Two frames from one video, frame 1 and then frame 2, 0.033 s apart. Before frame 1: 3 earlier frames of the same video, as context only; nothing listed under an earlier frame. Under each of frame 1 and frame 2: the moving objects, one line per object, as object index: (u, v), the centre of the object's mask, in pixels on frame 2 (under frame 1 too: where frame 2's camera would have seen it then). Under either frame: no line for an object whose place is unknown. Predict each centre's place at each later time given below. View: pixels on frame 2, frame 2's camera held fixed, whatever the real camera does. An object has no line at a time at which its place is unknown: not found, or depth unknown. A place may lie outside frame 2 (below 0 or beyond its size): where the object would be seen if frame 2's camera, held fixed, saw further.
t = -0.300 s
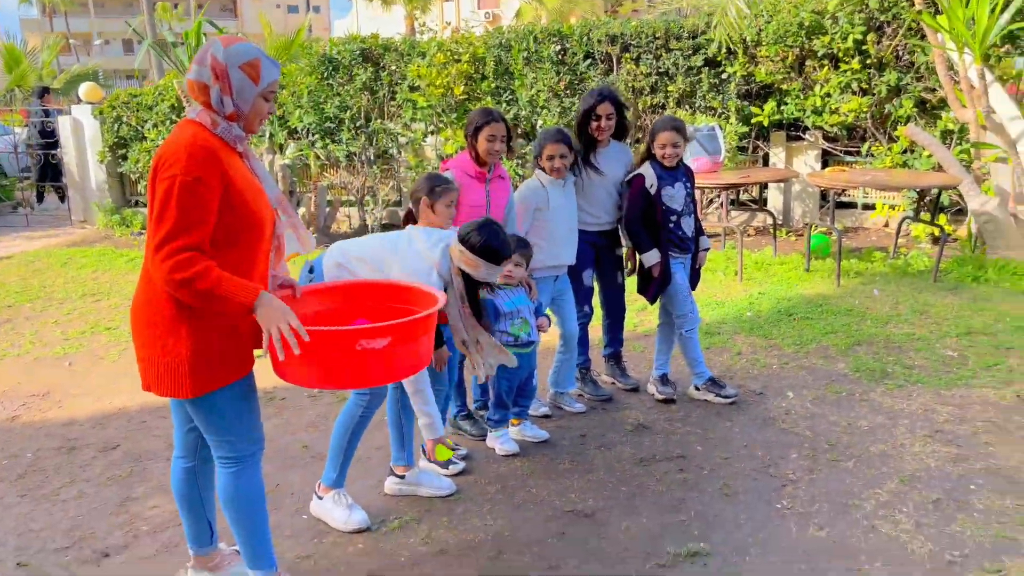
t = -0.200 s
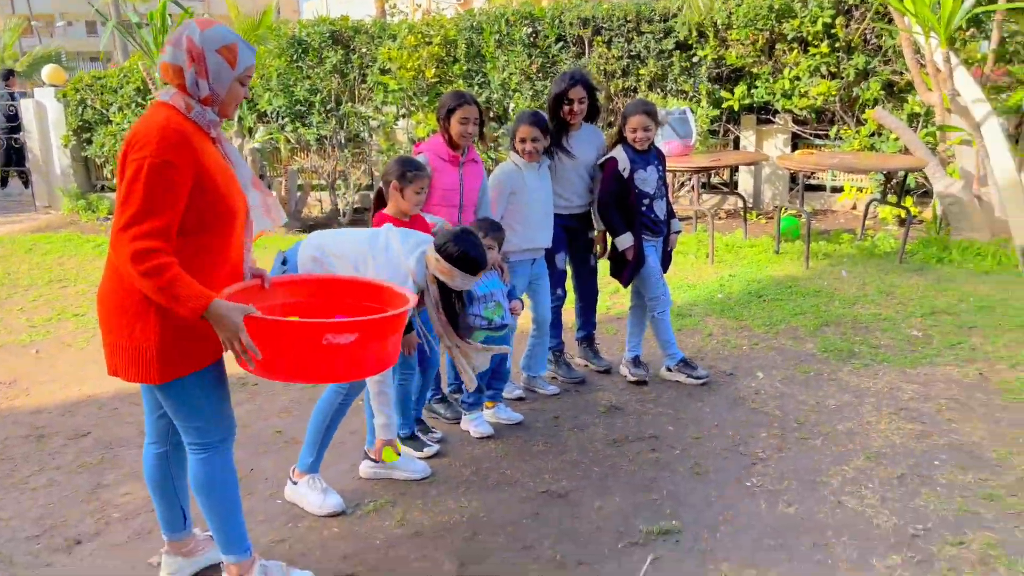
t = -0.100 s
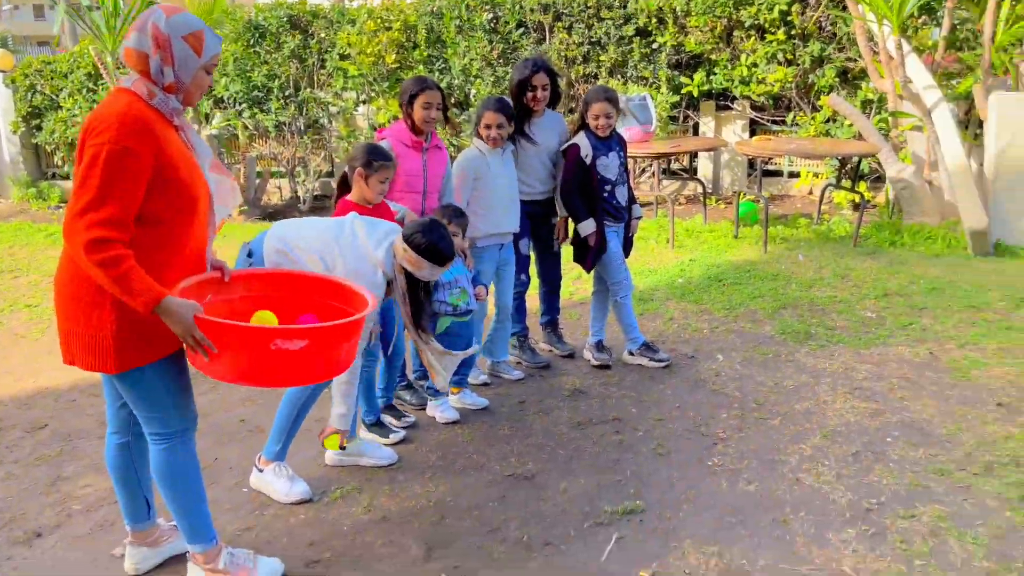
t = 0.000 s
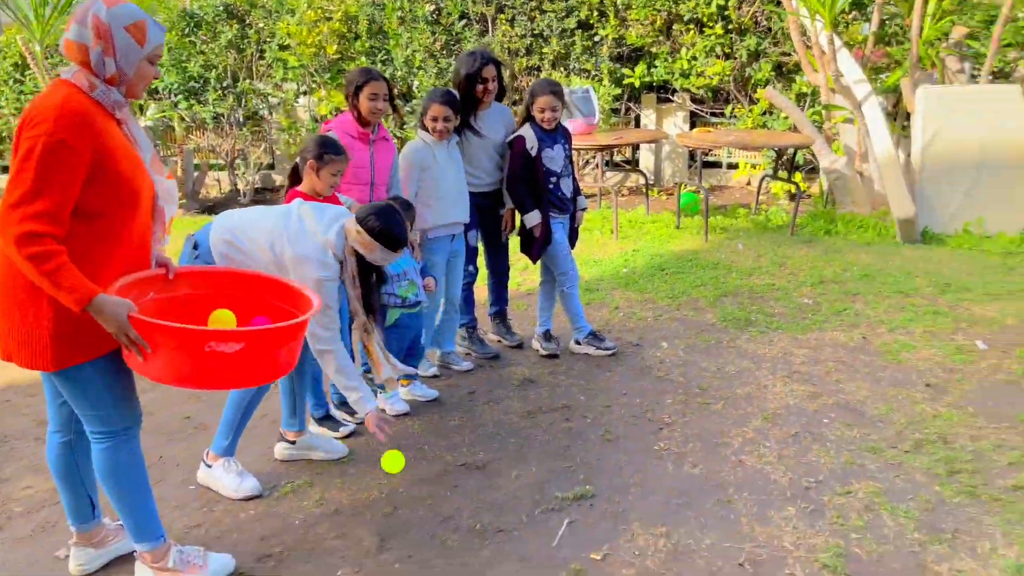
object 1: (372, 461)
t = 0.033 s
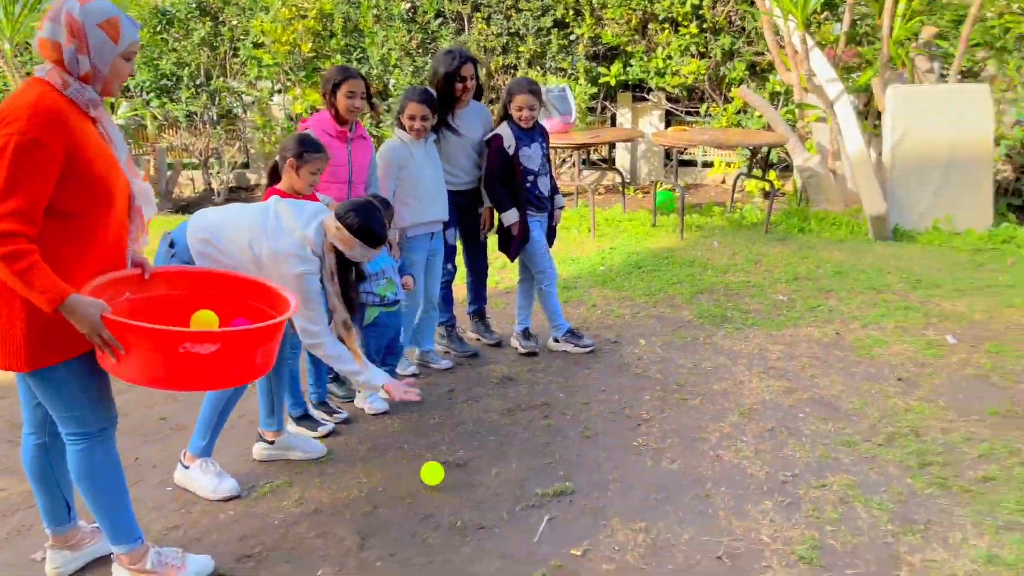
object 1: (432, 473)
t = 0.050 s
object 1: (462, 481)
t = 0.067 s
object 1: (486, 478)
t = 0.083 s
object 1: (509, 474)
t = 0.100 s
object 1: (532, 472)
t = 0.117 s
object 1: (554, 471)
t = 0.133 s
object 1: (577, 470)
